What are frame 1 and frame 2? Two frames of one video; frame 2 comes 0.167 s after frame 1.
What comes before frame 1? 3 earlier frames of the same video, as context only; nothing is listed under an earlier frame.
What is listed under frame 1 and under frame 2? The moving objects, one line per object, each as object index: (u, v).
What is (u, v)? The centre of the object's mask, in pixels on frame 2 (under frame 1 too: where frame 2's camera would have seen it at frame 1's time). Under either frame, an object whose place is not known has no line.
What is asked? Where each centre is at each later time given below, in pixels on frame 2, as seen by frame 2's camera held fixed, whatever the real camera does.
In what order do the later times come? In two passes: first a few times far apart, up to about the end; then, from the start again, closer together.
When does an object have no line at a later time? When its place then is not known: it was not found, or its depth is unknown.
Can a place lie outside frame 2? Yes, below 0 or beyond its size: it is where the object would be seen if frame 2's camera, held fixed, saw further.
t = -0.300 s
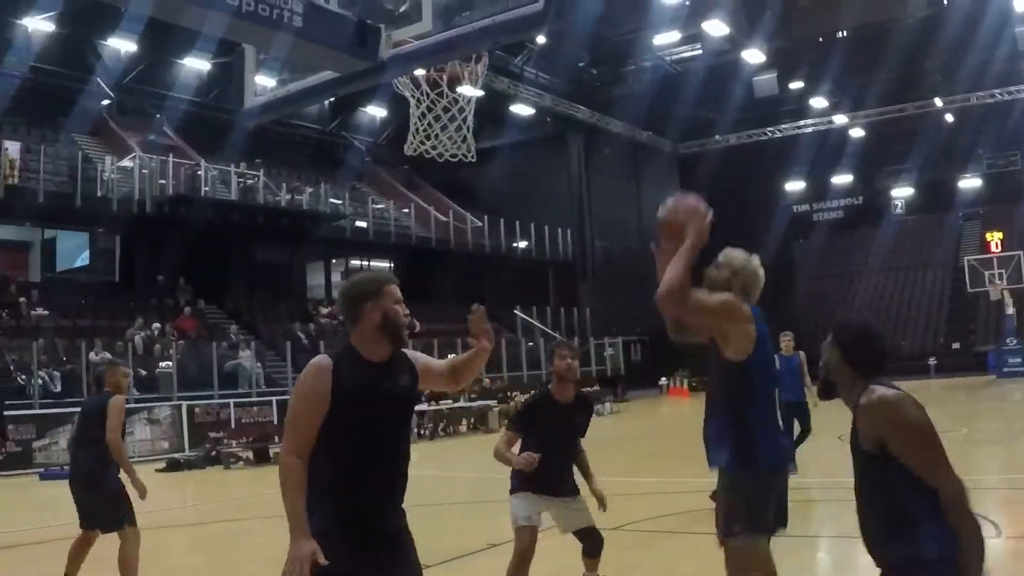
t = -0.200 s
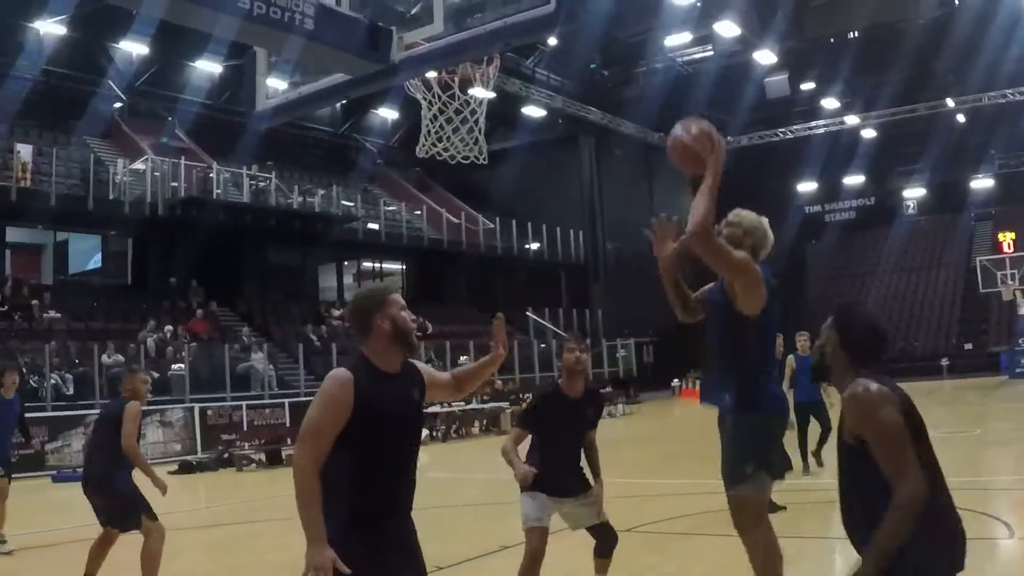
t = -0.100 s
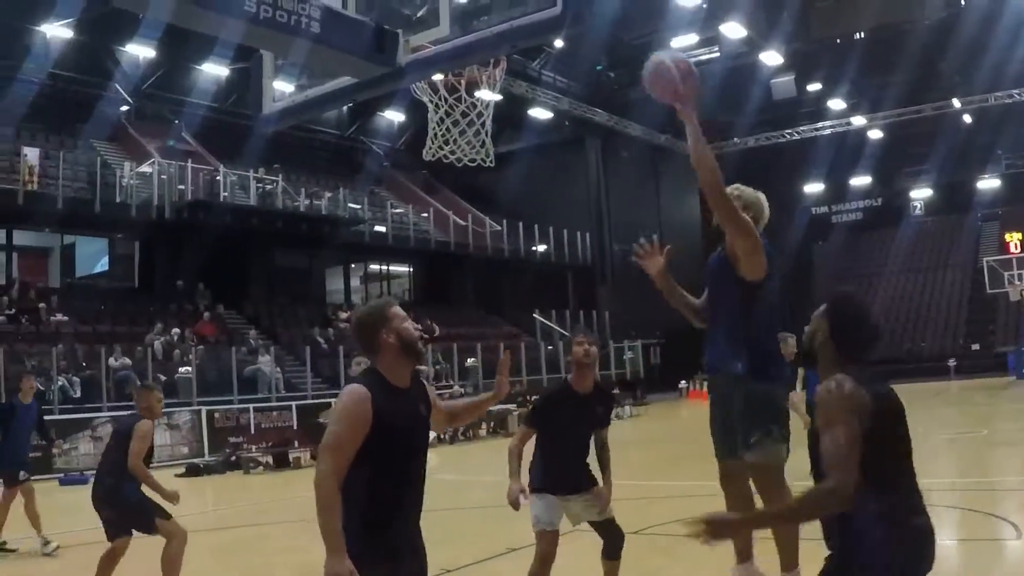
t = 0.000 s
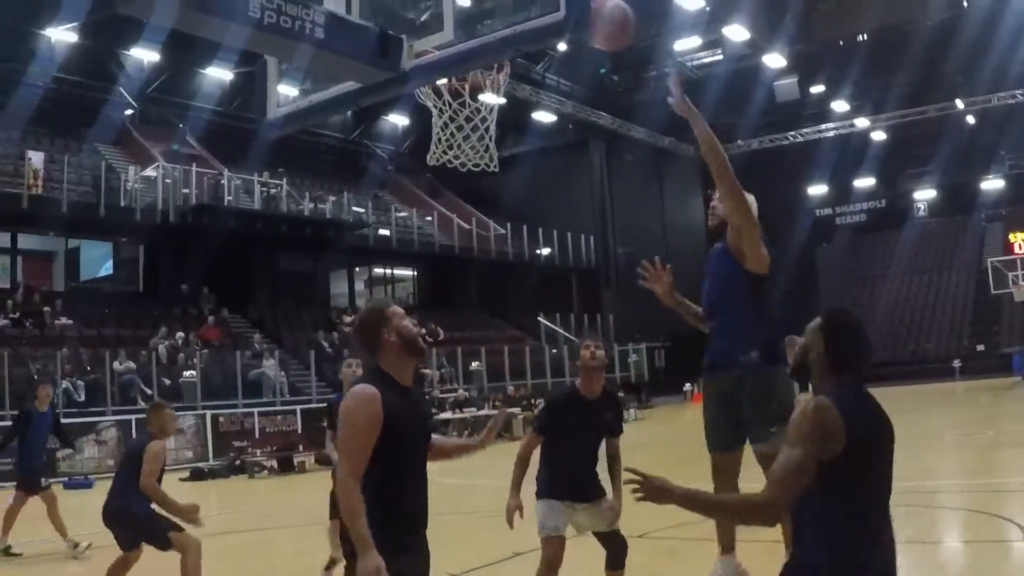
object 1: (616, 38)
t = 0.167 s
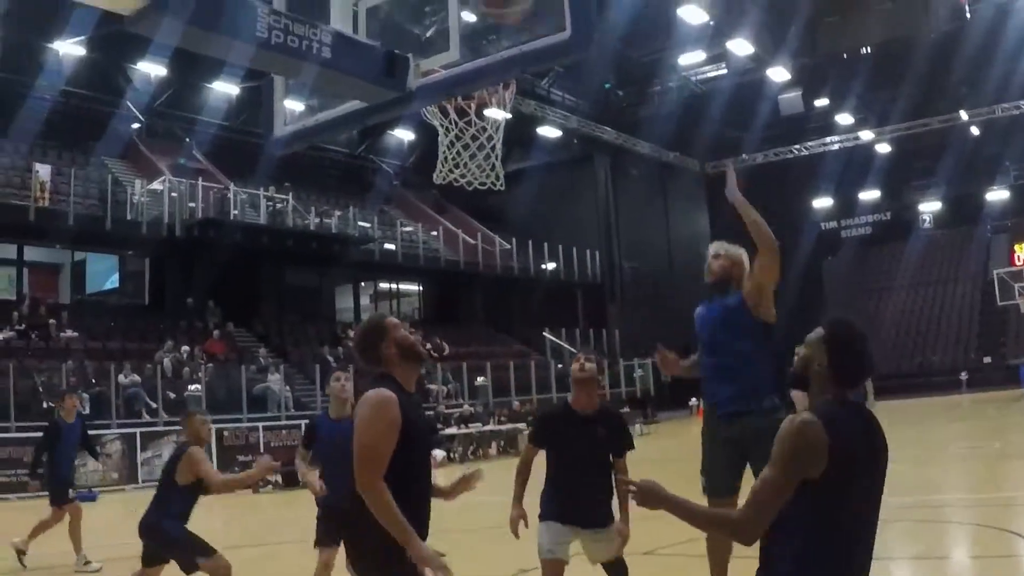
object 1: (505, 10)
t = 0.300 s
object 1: (480, 22)
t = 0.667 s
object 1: (457, 186)
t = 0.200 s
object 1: (483, 7)
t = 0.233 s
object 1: (479, 6)
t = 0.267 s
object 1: (479, 14)
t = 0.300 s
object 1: (480, 22)
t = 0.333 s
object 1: (482, 39)
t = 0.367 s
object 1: (481, 50)
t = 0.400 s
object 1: (481, 56)
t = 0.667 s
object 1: (457, 186)
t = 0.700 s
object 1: (453, 204)
